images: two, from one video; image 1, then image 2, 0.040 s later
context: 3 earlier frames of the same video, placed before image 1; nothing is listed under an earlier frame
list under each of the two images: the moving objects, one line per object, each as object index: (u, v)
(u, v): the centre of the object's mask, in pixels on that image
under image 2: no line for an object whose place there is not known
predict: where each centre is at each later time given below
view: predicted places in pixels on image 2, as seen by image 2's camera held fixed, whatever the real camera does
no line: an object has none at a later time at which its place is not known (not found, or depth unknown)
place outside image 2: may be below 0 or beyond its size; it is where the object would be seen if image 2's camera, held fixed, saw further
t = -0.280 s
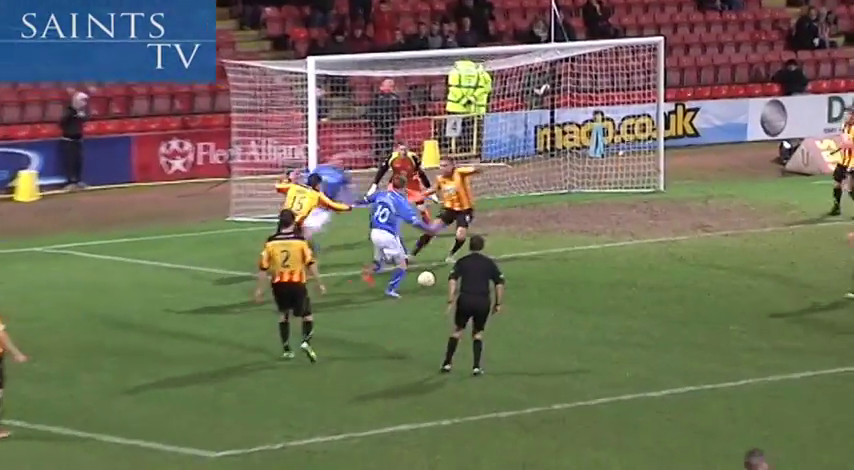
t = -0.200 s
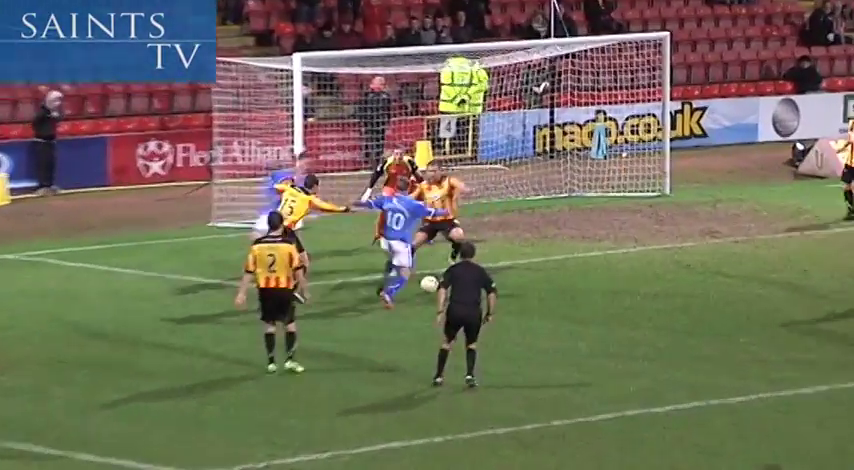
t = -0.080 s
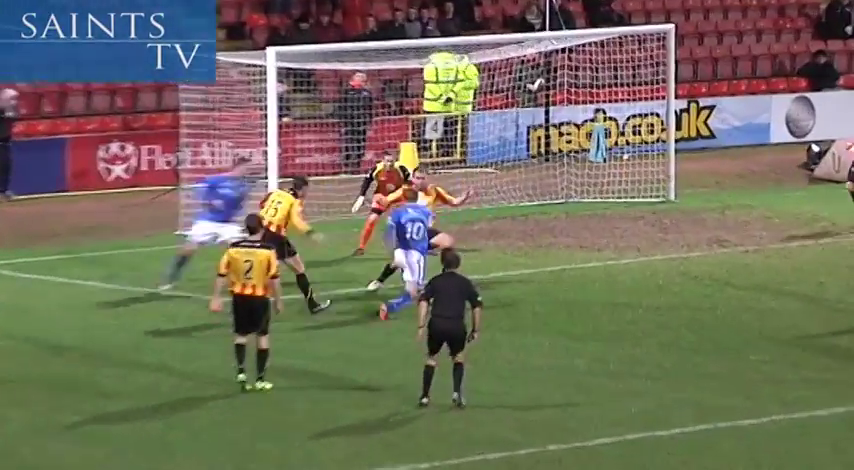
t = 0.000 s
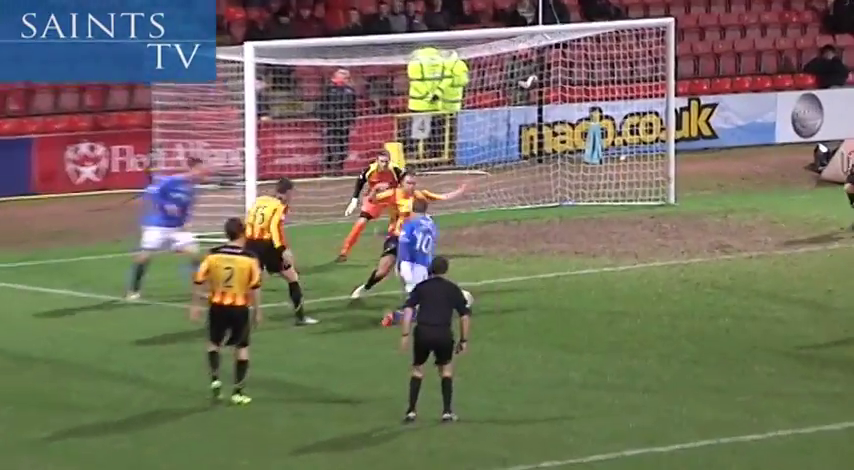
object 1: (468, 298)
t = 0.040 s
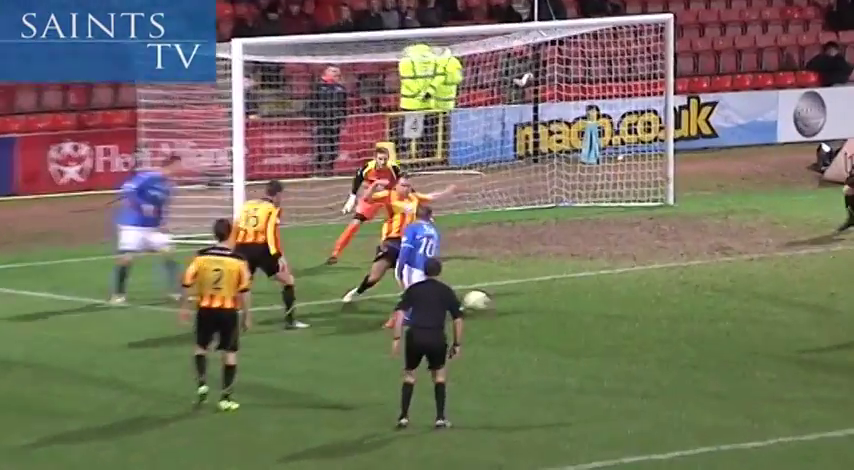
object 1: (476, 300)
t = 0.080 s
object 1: (496, 301)
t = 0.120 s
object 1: (521, 302)
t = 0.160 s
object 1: (538, 298)
